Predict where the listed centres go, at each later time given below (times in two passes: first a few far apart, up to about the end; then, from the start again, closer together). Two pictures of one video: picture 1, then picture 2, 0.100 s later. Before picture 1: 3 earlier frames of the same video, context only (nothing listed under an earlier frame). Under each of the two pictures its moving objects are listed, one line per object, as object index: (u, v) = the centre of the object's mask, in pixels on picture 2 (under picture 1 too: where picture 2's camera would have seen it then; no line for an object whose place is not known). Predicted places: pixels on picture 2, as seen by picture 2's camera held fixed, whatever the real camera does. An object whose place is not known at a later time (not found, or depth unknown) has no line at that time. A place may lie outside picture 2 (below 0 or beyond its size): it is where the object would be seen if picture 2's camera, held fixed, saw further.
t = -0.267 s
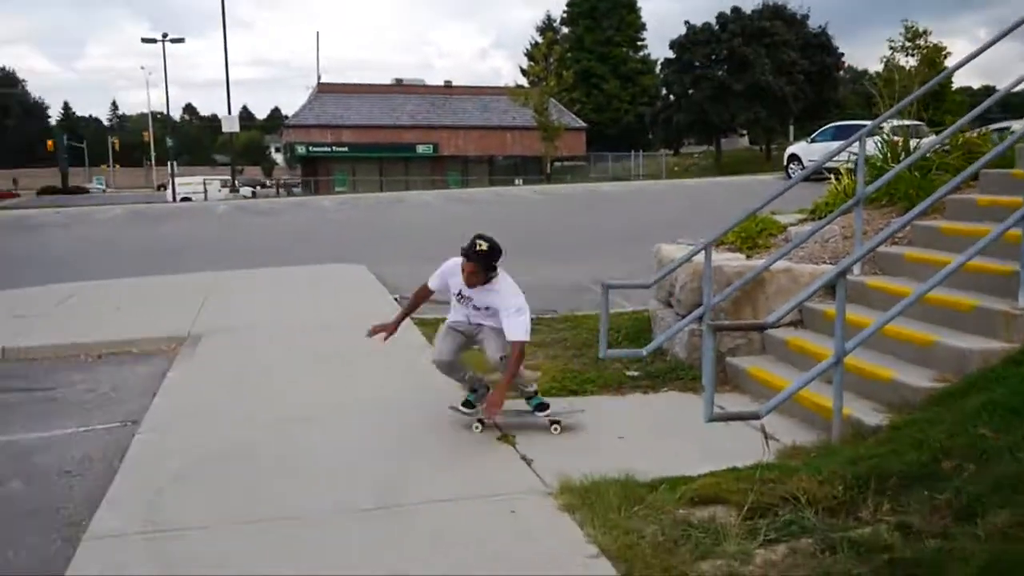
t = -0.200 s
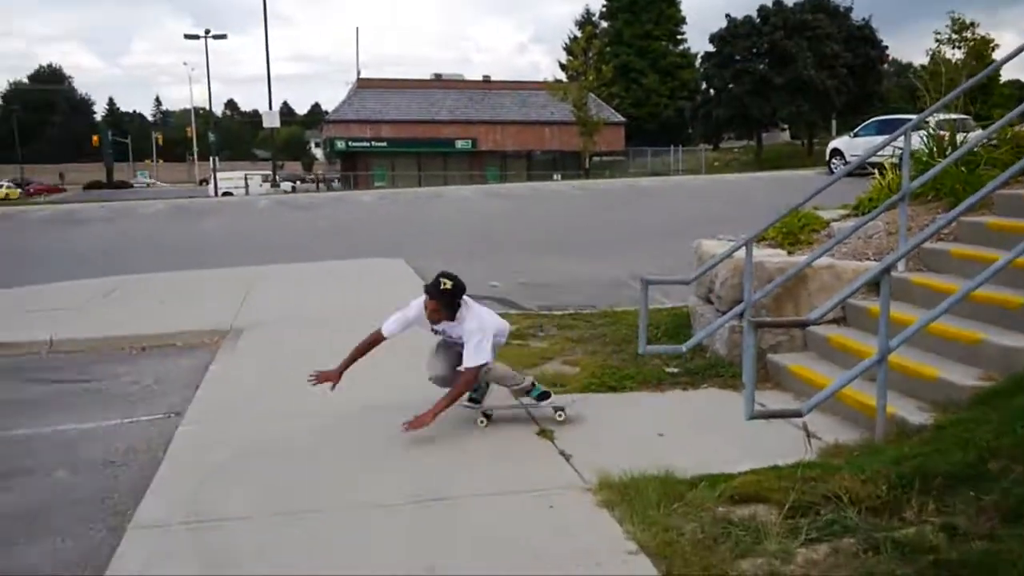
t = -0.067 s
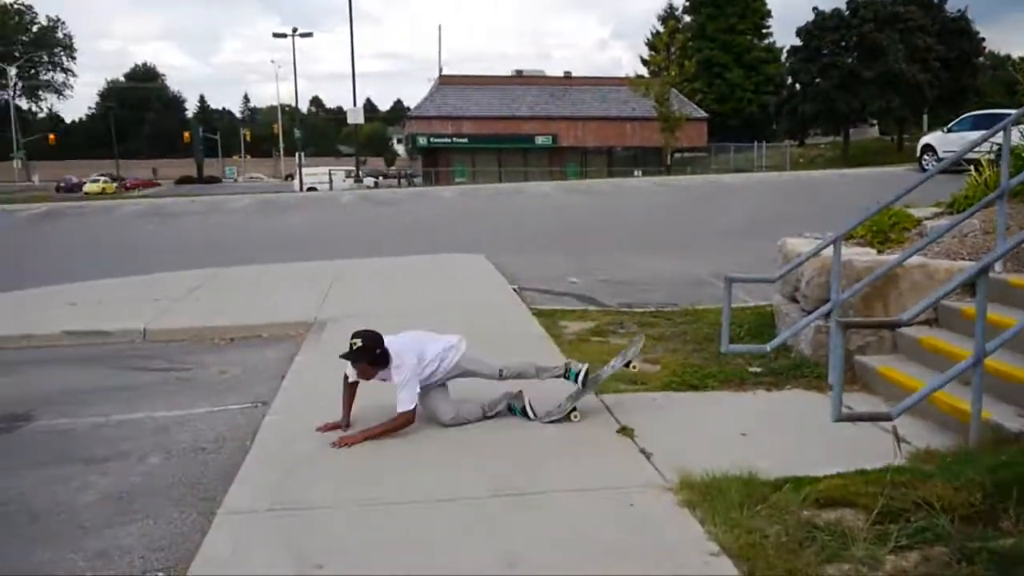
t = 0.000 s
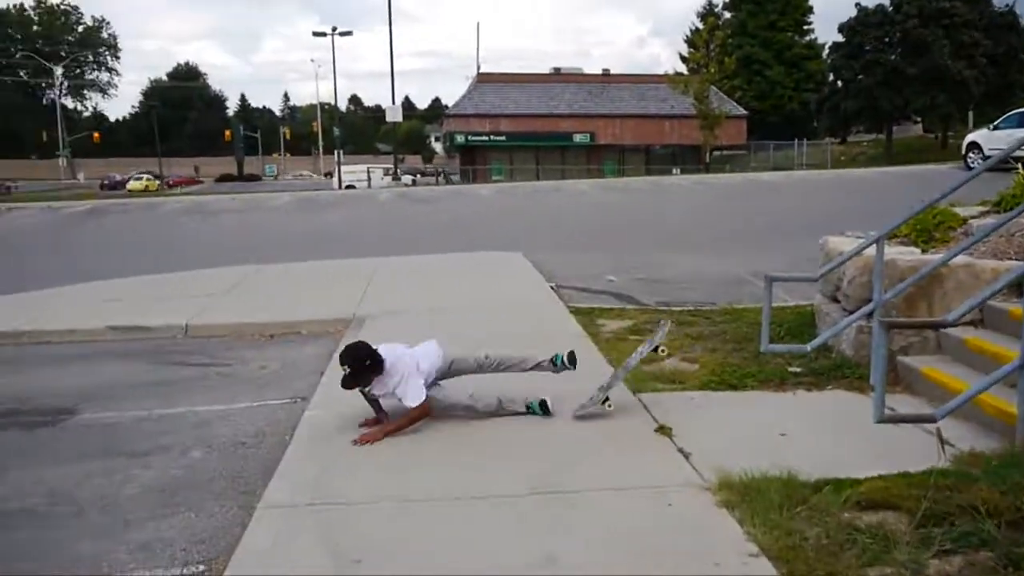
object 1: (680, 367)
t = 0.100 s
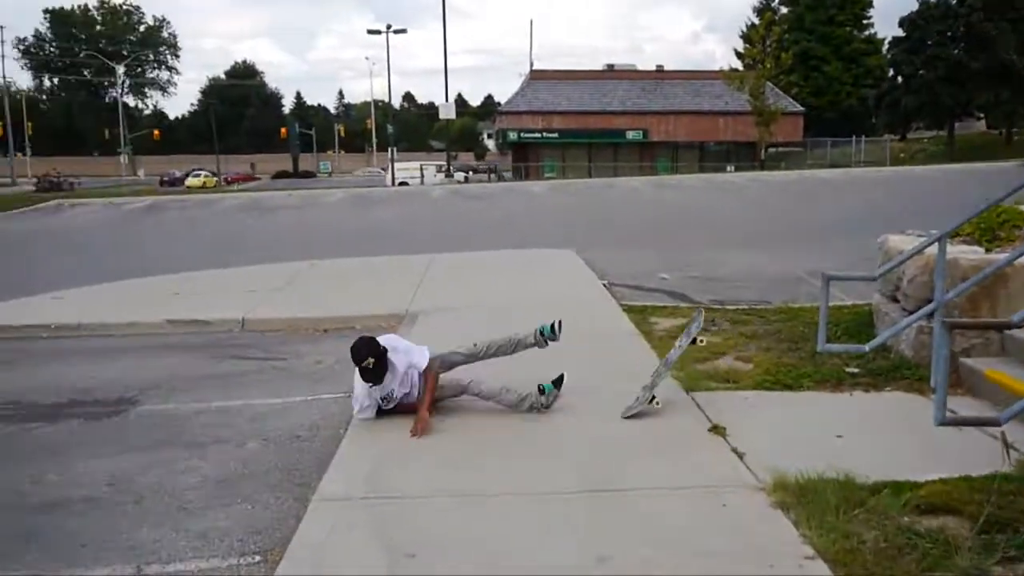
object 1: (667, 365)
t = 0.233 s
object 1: (659, 372)
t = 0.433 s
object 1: (659, 386)
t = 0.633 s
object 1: (660, 389)
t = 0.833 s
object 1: (660, 389)
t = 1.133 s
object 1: (658, 391)
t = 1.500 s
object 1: (656, 391)
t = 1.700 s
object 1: (656, 391)
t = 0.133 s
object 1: (665, 364)
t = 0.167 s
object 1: (663, 365)
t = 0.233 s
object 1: (659, 372)
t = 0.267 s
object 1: (658, 375)
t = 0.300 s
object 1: (659, 378)
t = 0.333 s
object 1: (659, 383)
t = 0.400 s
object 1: (661, 388)
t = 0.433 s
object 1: (659, 386)
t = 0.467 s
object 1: (658, 384)
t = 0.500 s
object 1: (659, 383)
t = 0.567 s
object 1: (660, 384)
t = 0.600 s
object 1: (659, 386)
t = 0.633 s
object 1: (660, 389)
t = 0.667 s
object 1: (659, 389)
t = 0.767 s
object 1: (659, 390)
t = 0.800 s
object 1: (660, 390)
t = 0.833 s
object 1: (660, 389)
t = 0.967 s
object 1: (659, 390)
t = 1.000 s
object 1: (658, 391)
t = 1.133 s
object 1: (658, 391)
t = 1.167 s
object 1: (657, 391)
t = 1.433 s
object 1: (656, 391)
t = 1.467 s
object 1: (656, 391)
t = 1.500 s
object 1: (656, 391)
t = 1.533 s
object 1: (656, 391)
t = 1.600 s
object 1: (656, 391)
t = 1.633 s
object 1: (656, 391)
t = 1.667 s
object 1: (656, 391)
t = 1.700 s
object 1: (656, 391)
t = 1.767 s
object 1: (656, 391)
